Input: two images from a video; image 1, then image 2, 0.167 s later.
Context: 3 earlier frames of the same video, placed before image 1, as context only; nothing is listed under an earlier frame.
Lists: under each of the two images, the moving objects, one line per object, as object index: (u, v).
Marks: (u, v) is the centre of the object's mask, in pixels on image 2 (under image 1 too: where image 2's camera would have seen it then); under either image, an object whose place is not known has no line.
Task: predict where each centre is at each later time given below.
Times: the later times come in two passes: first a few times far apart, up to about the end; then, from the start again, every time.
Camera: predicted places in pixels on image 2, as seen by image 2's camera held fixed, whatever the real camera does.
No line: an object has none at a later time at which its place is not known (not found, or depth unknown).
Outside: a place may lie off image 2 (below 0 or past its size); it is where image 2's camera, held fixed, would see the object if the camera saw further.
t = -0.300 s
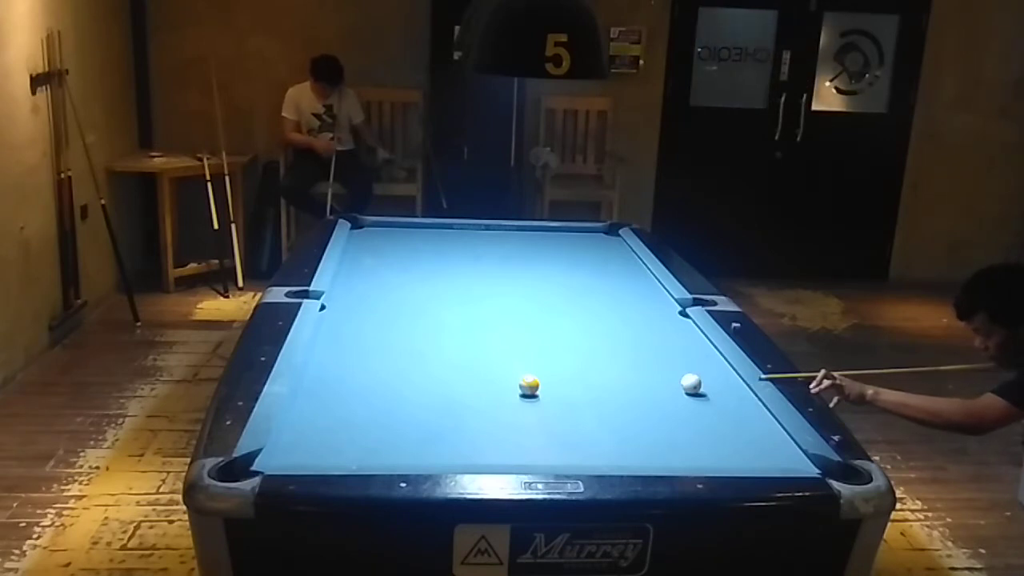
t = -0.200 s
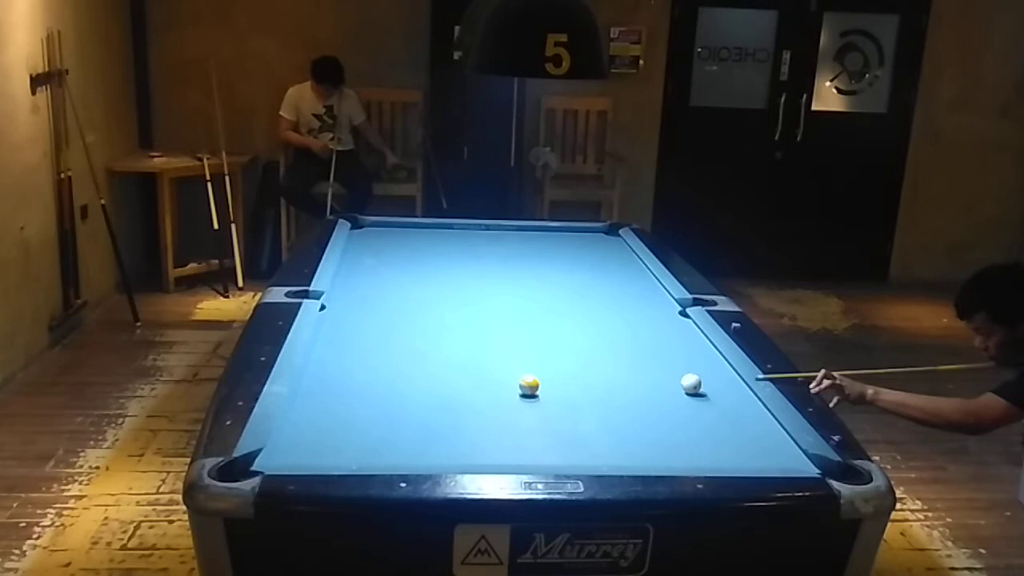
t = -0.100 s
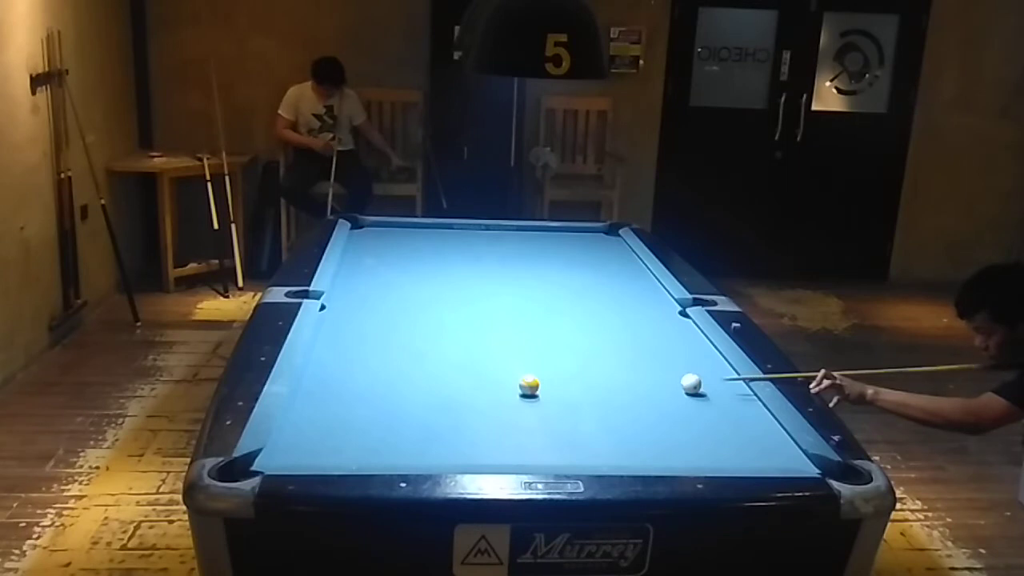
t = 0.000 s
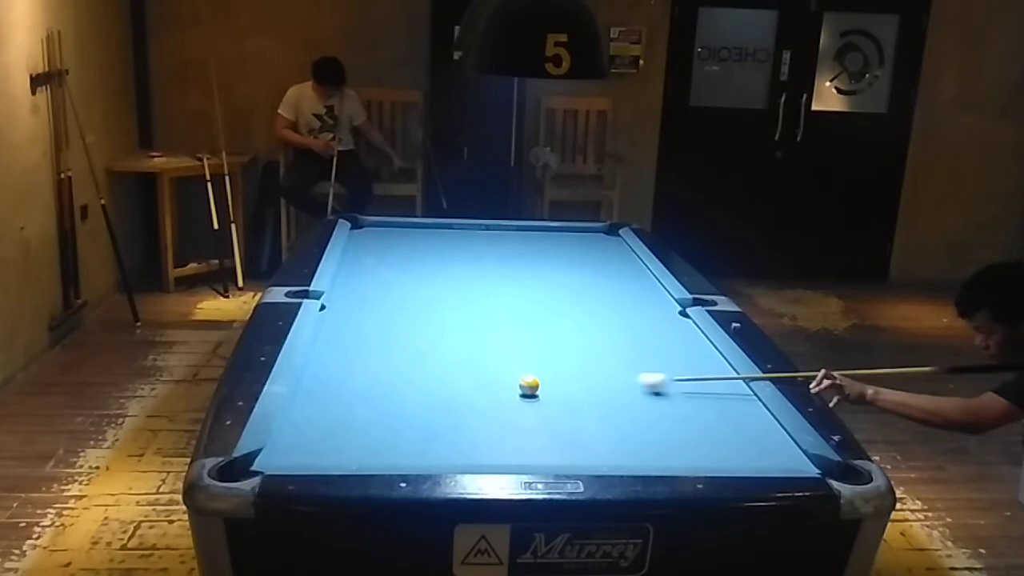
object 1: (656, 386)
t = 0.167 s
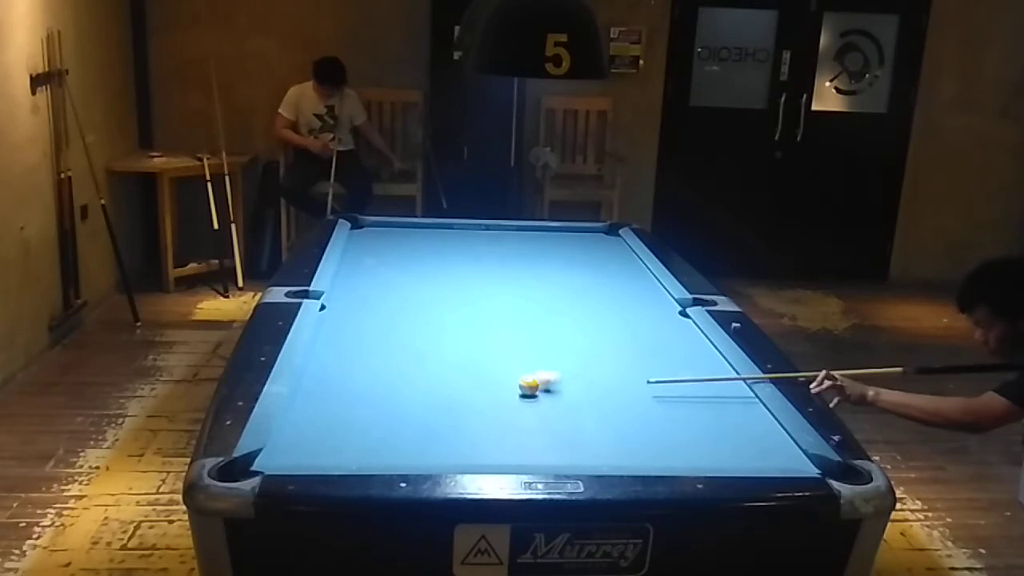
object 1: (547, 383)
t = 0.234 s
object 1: (524, 373)
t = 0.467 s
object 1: (448, 353)
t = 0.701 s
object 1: (378, 336)
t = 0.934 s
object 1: (329, 321)
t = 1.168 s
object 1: (366, 313)
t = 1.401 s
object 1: (399, 305)
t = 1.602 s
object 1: (425, 299)
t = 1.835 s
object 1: (453, 293)
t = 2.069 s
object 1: (478, 287)
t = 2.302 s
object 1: (502, 282)
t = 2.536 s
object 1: (523, 277)
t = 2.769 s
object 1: (542, 272)
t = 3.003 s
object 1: (560, 268)
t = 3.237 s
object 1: (576, 264)
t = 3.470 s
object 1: (590, 260)
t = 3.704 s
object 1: (603, 258)
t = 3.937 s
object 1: (615, 254)
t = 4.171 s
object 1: (626, 252)
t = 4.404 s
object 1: (622, 250)
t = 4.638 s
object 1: (615, 248)
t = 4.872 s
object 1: (610, 247)
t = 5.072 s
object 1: (607, 246)
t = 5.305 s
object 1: (603, 245)
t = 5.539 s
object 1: (601, 245)
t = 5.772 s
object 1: (599, 244)
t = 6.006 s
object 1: (599, 244)
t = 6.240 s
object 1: (599, 244)
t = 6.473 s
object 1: (599, 244)
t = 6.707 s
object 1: (599, 244)
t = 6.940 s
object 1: (599, 244)
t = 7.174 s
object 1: (599, 244)
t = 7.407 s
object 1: (599, 244)
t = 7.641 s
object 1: (599, 244)
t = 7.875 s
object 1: (599, 244)
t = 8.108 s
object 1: (599, 244)
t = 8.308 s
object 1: (599, 244)
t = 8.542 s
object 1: (599, 244)
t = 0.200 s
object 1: (535, 375)
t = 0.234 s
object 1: (524, 373)
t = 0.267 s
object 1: (513, 370)
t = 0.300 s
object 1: (502, 367)
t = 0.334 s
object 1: (491, 364)
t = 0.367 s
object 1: (479, 361)
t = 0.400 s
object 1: (469, 358)
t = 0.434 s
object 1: (458, 356)
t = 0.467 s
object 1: (448, 353)
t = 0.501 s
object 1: (437, 351)
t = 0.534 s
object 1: (427, 348)
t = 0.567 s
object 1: (417, 346)
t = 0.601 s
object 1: (407, 343)
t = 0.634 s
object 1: (397, 341)
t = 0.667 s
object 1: (387, 338)
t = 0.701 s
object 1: (378, 336)
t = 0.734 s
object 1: (369, 333)
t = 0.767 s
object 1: (359, 331)
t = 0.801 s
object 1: (350, 329)
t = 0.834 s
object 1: (342, 327)
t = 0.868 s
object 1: (333, 325)
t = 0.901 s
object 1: (324, 323)
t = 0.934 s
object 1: (329, 321)
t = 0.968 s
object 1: (334, 320)
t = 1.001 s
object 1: (339, 318)
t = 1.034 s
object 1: (345, 317)
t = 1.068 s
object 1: (350, 316)
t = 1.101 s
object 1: (355, 315)
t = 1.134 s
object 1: (360, 314)
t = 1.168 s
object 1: (366, 313)
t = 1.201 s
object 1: (371, 311)
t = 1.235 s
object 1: (375, 310)
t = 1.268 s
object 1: (380, 309)
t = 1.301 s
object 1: (385, 308)
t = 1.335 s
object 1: (390, 307)
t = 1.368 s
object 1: (394, 306)
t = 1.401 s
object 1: (399, 305)
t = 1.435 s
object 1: (403, 304)
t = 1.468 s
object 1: (408, 303)
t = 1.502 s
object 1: (412, 302)
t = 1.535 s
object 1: (417, 301)
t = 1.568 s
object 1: (421, 300)
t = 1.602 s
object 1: (425, 299)
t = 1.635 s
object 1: (429, 298)
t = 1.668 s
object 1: (433, 297)
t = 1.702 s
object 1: (437, 296)
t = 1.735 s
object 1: (441, 295)
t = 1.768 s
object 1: (445, 294)
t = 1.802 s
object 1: (449, 294)
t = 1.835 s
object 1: (453, 293)
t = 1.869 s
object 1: (457, 292)
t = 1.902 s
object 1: (460, 291)
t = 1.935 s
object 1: (464, 290)
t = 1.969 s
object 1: (468, 289)
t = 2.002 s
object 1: (471, 288)
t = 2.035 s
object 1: (475, 288)
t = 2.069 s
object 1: (478, 287)
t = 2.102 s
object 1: (482, 286)
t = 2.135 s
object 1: (485, 285)
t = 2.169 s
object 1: (489, 285)
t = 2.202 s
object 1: (492, 284)
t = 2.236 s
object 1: (495, 283)
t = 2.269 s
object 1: (498, 282)
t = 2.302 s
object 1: (502, 282)
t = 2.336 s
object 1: (505, 281)
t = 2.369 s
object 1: (508, 280)
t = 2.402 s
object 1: (511, 280)
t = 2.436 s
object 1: (514, 279)
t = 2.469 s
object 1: (517, 278)
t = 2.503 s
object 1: (520, 277)
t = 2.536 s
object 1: (523, 277)
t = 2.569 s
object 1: (526, 276)
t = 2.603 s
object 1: (529, 275)
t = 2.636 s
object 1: (532, 275)
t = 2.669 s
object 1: (534, 274)
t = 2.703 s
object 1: (537, 273)
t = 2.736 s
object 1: (540, 273)
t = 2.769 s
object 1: (542, 272)
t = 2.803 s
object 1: (545, 272)
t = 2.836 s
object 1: (547, 271)
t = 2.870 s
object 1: (550, 270)
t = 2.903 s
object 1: (553, 270)
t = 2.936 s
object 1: (555, 269)
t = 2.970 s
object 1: (558, 269)
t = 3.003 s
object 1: (560, 268)
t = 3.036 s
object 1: (562, 268)
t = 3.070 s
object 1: (565, 267)
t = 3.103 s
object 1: (567, 267)
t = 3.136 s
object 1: (569, 266)
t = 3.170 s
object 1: (571, 265)
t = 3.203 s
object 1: (574, 265)
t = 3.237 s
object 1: (576, 264)
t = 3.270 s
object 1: (578, 263)
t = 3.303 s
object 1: (580, 263)
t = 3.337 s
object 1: (582, 262)
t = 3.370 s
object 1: (584, 262)
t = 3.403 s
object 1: (586, 261)
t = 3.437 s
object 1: (588, 261)
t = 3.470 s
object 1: (590, 260)
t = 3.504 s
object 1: (592, 260)
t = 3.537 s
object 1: (594, 260)
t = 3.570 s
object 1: (596, 259)
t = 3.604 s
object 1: (598, 259)
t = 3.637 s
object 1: (599, 258)
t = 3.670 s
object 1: (601, 258)
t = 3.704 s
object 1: (603, 258)
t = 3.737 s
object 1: (605, 257)
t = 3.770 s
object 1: (606, 257)
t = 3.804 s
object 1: (608, 256)
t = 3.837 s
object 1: (610, 256)
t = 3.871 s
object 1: (612, 255)
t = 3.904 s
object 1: (613, 255)
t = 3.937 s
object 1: (615, 254)
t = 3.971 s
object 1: (616, 254)
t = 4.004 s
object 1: (618, 253)
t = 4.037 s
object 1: (620, 253)
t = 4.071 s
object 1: (621, 253)
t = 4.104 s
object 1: (623, 252)
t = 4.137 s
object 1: (624, 252)
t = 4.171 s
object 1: (626, 252)
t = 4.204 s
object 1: (626, 251)
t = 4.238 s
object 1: (626, 251)
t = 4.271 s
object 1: (626, 251)
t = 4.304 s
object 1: (624, 251)
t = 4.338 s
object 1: (623, 250)
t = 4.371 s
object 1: (623, 250)
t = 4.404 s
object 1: (622, 250)
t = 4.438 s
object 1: (621, 250)
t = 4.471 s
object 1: (620, 250)
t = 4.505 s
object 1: (619, 249)
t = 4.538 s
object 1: (618, 249)
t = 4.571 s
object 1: (617, 249)
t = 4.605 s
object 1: (616, 248)
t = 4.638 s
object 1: (615, 248)
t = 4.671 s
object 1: (615, 248)
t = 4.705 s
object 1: (614, 248)
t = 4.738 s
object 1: (613, 248)
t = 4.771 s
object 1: (612, 247)
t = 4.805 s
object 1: (612, 247)
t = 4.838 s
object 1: (611, 247)
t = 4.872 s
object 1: (610, 247)
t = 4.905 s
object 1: (610, 247)
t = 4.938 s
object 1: (609, 247)
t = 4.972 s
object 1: (609, 247)
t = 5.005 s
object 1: (608, 246)
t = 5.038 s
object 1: (607, 246)
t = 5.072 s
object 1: (607, 246)
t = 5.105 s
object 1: (606, 246)
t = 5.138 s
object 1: (606, 246)
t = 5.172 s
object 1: (605, 246)
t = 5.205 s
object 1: (605, 246)
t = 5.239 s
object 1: (604, 246)
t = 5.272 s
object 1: (604, 245)
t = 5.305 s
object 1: (603, 245)
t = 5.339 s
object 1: (603, 245)
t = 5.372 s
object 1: (603, 245)
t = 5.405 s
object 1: (602, 245)
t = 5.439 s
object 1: (602, 245)
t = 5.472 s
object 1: (602, 245)
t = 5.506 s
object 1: (601, 245)
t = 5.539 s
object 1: (601, 245)
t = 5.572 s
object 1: (601, 245)
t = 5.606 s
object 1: (600, 245)
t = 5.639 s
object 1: (600, 244)
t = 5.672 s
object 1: (600, 244)
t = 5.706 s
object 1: (600, 245)
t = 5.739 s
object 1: (600, 245)
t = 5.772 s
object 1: (599, 244)
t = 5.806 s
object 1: (599, 244)
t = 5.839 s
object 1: (599, 244)
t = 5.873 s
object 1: (599, 244)
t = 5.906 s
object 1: (599, 244)
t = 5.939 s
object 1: (599, 244)
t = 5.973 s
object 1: (599, 244)
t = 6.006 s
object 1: (599, 244)
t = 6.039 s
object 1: (599, 244)
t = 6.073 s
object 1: (599, 244)
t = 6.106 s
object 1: (599, 244)
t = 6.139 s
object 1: (599, 244)
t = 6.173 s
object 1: (599, 244)
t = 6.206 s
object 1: (599, 244)
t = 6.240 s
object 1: (599, 244)
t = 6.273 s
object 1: (599, 244)
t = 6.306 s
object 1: (599, 244)
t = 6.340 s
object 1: (599, 244)
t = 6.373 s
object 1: (599, 244)
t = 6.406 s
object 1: (599, 244)
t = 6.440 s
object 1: (599, 244)
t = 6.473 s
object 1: (599, 244)
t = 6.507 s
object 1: (599, 244)
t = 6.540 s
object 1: (599, 244)
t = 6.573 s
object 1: (599, 244)
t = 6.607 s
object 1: (599, 244)
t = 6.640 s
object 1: (599, 244)
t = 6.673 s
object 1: (599, 244)
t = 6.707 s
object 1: (599, 244)
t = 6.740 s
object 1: (600, 244)
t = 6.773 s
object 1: (599, 244)
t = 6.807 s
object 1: (599, 244)
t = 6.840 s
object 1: (599, 244)
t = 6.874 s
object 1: (599, 244)
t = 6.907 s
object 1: (599, 244)
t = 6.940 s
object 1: (599, 244)
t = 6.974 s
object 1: (599, 244)
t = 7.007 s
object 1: (599, 244)
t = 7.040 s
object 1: (599, 244)
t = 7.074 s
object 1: (599, 244)
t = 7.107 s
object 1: (599, 244)
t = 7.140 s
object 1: (599, 244)
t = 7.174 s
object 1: (599, 244)
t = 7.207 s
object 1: (599, 244)
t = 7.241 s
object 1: (599, 244)
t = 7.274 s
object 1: (599, 244)
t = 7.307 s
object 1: (599, 244)
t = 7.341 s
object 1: (599, 244)
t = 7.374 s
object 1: (599, 244)
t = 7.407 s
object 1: (599, 244)
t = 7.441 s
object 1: (599, 244)
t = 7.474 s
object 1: (599, 244)
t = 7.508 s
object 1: (599, 244)
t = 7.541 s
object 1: (599, 244)
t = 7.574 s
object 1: (599, 244)
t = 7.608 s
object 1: (599, 244)
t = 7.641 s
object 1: (599, 244)
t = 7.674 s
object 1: (599, 244)
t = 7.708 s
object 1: (599, 244)
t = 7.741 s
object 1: (599, 244)
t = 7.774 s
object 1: (599, 244)
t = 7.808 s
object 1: (599, 244)
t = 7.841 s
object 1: (599, 244)
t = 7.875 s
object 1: (599, 244)
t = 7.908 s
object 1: (599, 244)
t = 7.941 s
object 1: (599, 244)
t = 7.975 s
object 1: (599, 244)
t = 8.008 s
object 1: (599, 244)
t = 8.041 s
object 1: (599, 244)
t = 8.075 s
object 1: (599, 244)
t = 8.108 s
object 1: (599, 244)
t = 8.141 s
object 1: (599, 244)
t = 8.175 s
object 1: (599, 244)
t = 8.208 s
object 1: (599, 244)
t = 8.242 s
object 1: (599, 244)
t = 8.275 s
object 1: (599, 244)
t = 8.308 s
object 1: (599, 244)
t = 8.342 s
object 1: (599, 244)
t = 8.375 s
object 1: (599, 244)
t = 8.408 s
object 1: (599, 244)
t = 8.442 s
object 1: (599, 244)
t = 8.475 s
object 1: (599, 245)
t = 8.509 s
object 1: (599, 244)
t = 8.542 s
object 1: (599, 244)
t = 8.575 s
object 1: (599, 244)
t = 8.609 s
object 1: (599, 244)
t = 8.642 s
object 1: (599, 244)
